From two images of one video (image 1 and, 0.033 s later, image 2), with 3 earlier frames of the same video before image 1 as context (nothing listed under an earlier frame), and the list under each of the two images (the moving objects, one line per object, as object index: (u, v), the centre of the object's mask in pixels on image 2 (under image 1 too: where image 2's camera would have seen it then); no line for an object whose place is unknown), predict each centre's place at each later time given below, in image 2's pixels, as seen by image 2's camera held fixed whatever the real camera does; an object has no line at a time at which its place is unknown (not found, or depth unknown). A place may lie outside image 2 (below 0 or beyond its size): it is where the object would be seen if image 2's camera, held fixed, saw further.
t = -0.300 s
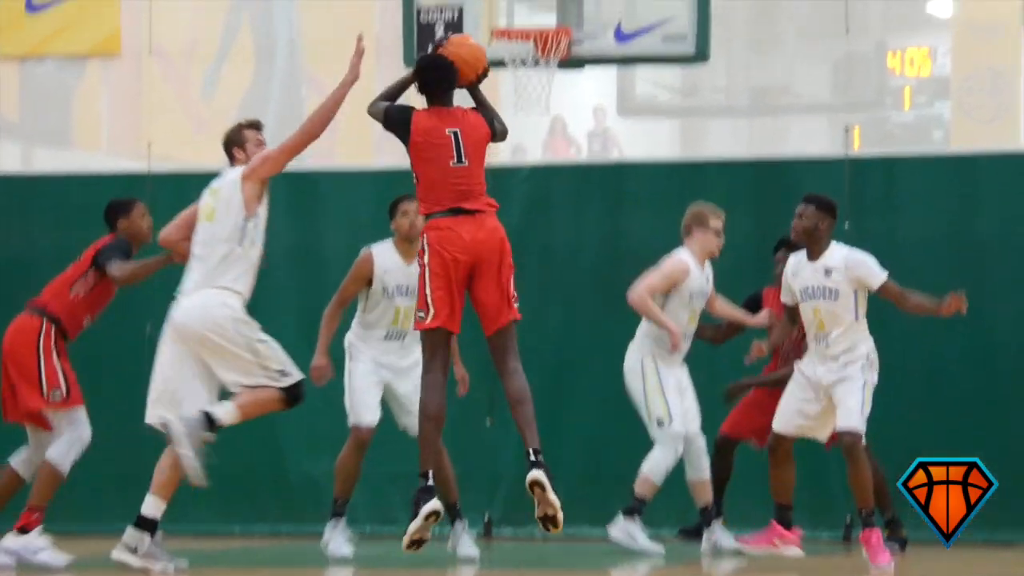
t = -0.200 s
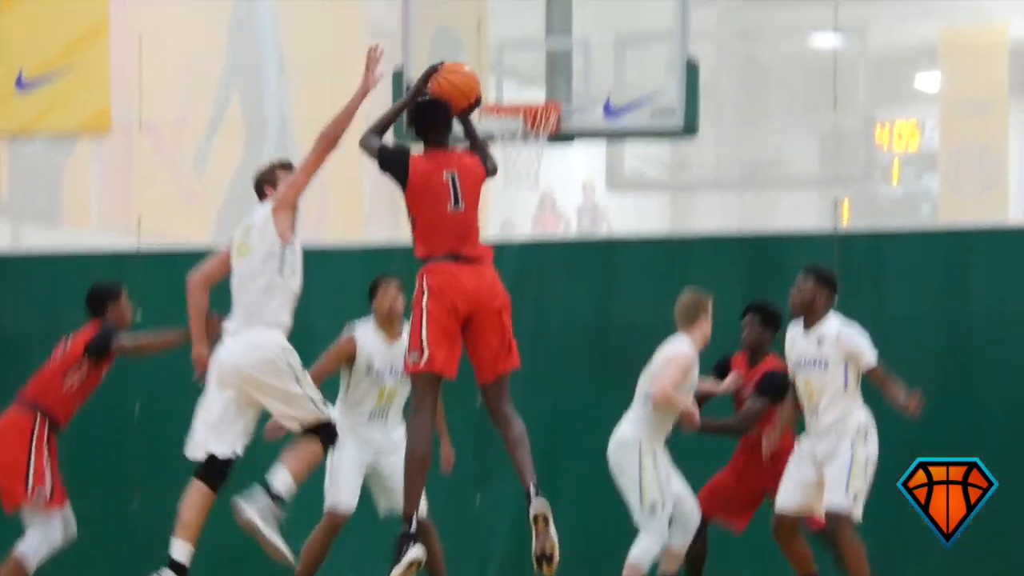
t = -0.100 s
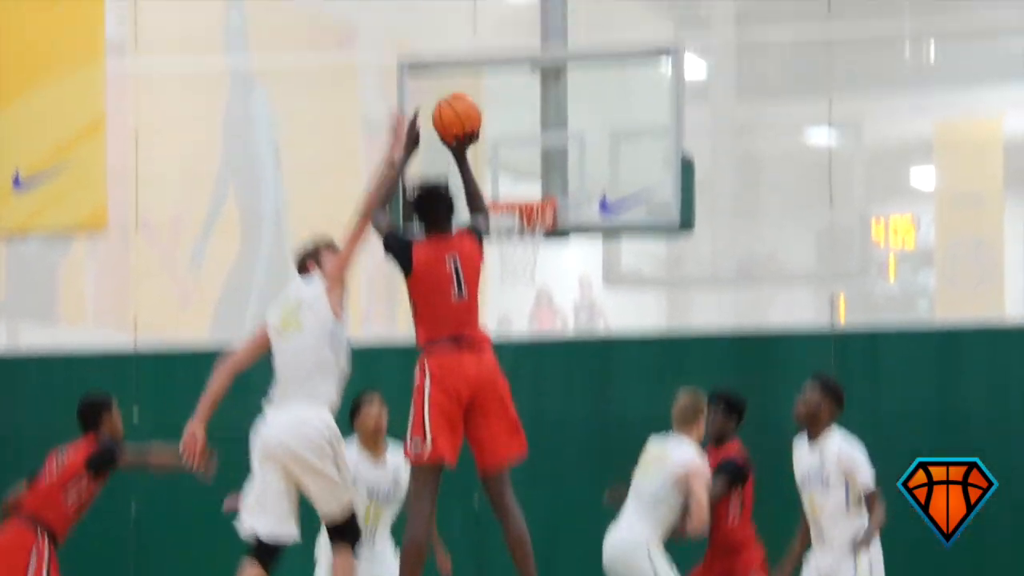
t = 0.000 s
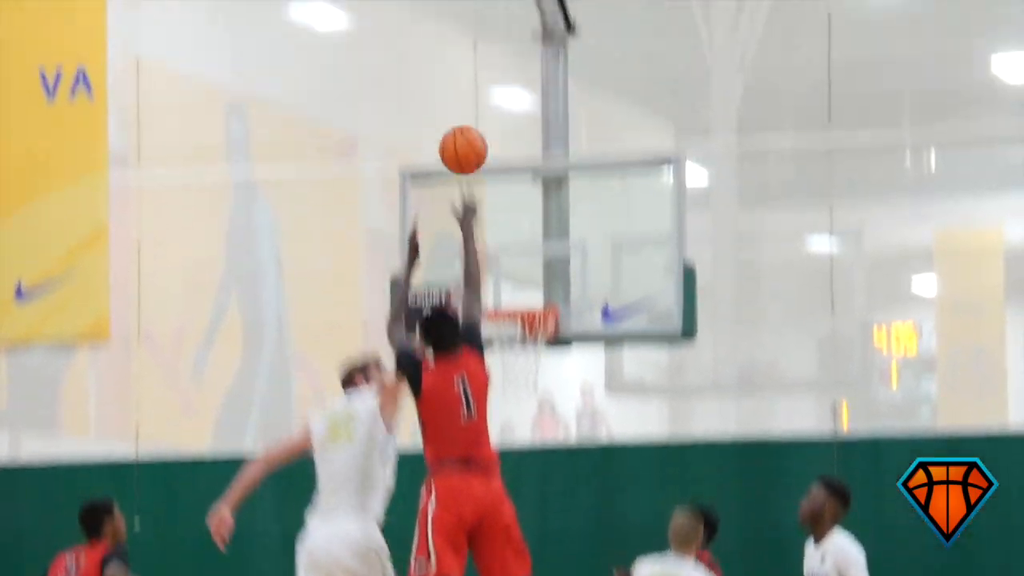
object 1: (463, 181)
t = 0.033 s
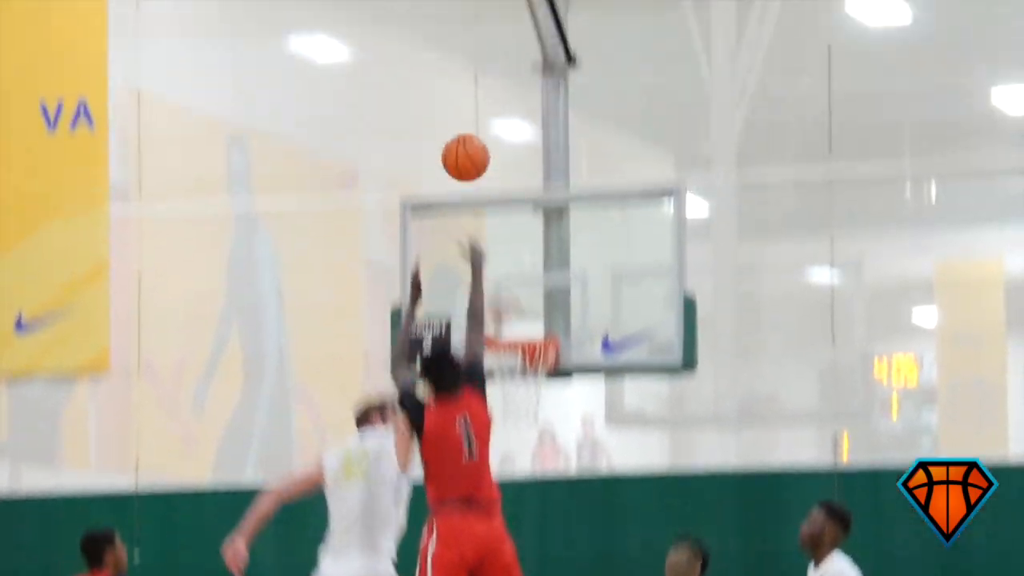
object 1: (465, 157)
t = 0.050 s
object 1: (467, 146)
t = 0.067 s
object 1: (467, 136)
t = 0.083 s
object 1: (468, 127)
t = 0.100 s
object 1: (469, 118)
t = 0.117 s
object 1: (470, 110)
